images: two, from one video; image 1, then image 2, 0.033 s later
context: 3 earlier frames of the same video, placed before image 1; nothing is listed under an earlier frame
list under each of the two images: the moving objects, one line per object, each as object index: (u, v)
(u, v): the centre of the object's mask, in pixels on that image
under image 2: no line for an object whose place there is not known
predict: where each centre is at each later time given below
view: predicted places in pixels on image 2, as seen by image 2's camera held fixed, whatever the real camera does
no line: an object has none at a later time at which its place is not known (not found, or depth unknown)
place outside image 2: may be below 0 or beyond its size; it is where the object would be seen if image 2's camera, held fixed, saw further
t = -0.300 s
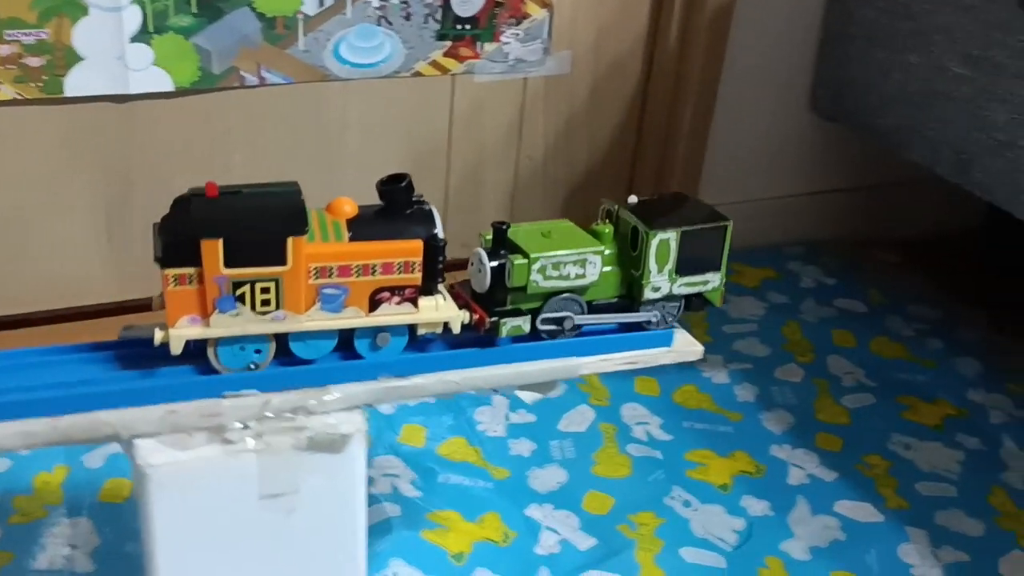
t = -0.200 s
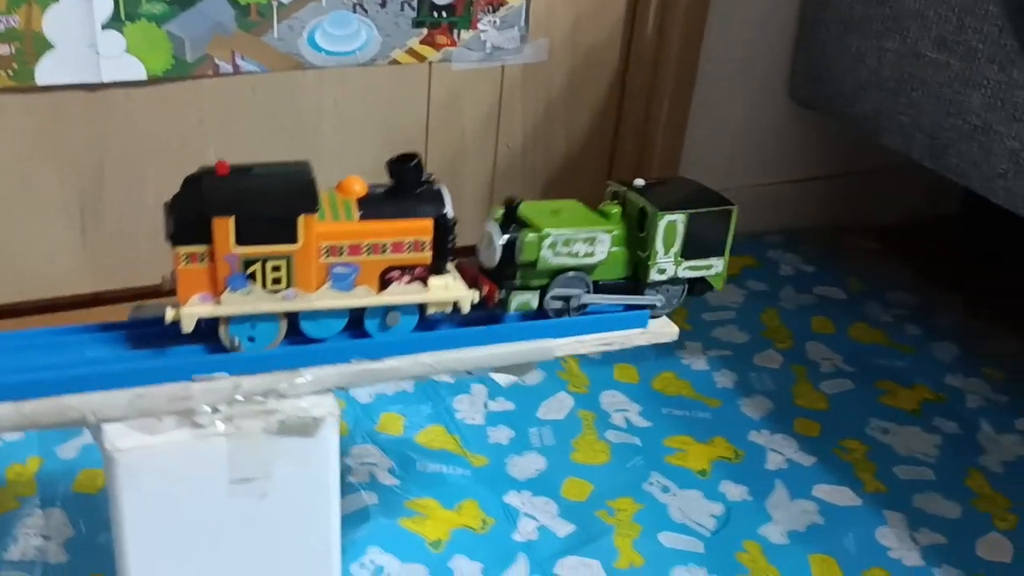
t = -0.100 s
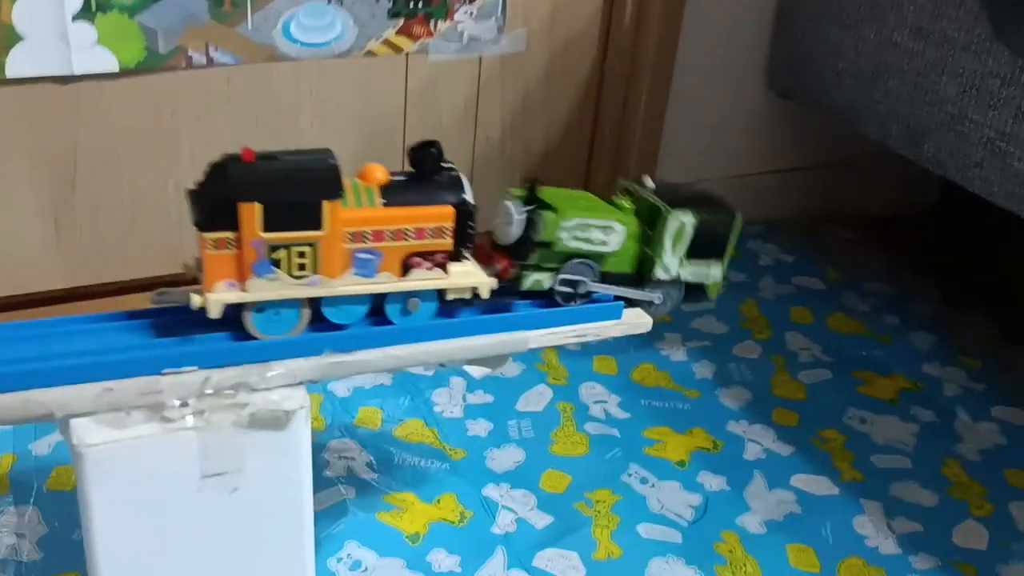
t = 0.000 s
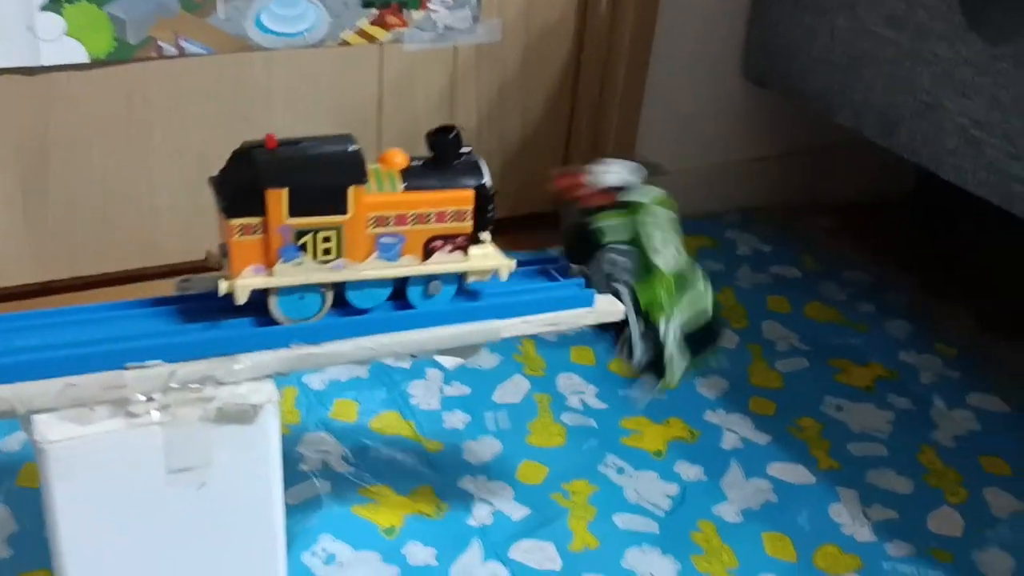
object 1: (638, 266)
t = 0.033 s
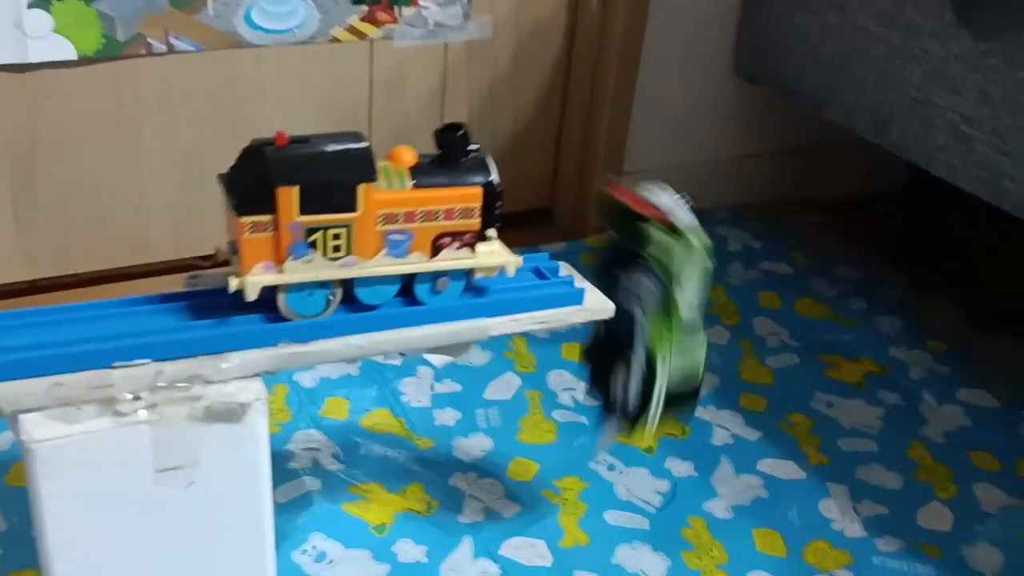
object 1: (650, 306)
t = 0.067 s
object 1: (664, 377)
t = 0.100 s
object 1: (665, 462)
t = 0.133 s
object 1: (691, 446)
